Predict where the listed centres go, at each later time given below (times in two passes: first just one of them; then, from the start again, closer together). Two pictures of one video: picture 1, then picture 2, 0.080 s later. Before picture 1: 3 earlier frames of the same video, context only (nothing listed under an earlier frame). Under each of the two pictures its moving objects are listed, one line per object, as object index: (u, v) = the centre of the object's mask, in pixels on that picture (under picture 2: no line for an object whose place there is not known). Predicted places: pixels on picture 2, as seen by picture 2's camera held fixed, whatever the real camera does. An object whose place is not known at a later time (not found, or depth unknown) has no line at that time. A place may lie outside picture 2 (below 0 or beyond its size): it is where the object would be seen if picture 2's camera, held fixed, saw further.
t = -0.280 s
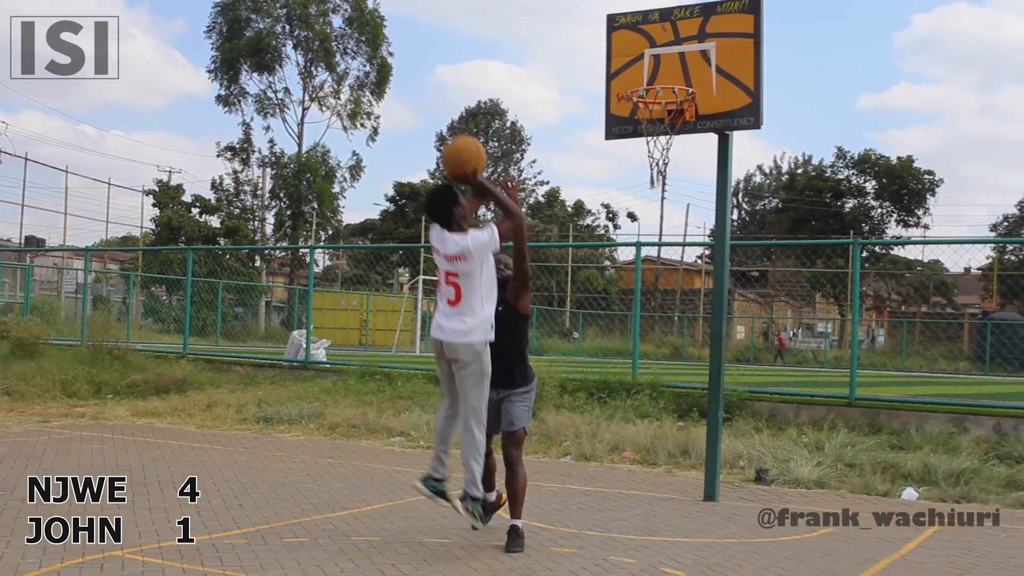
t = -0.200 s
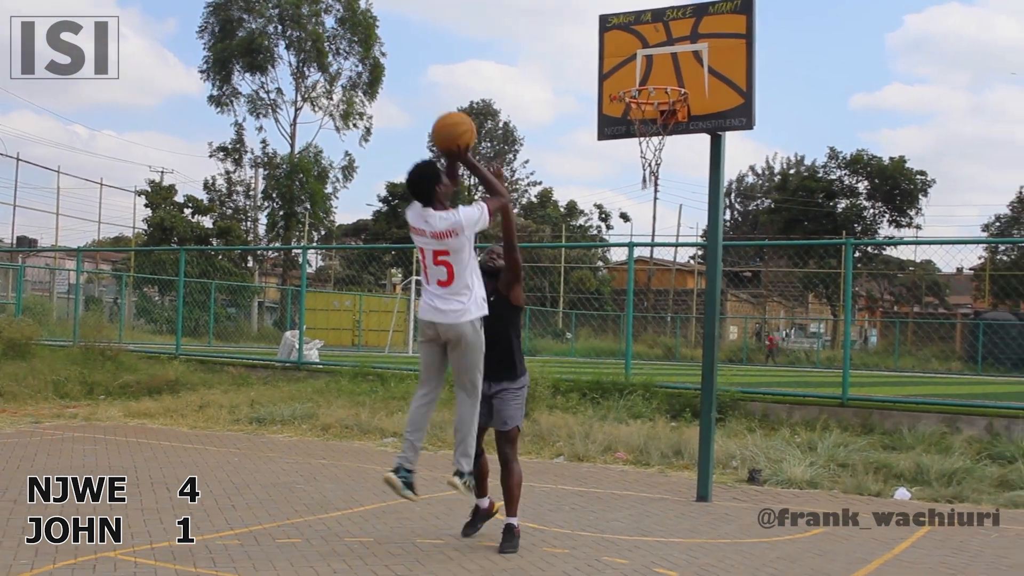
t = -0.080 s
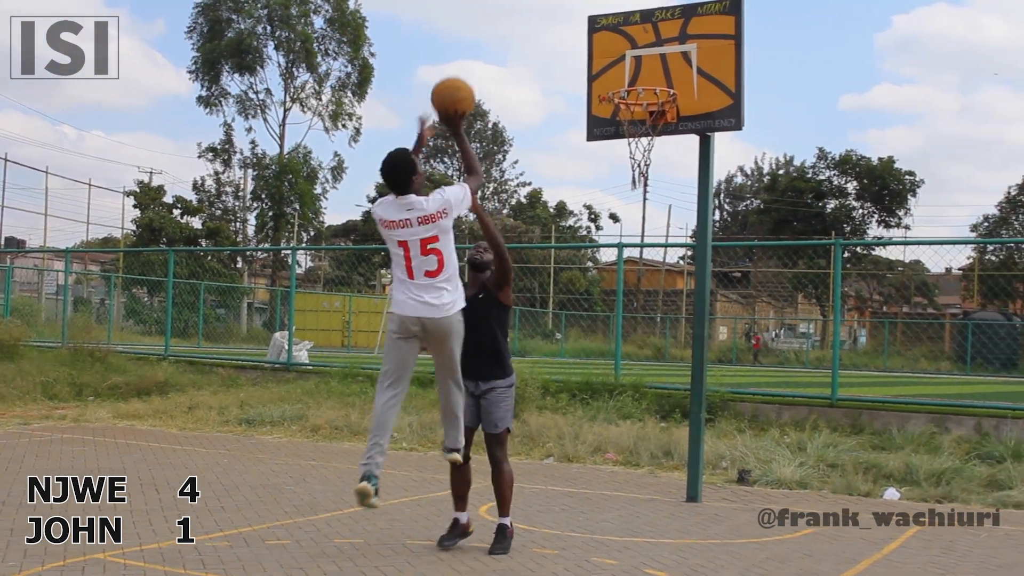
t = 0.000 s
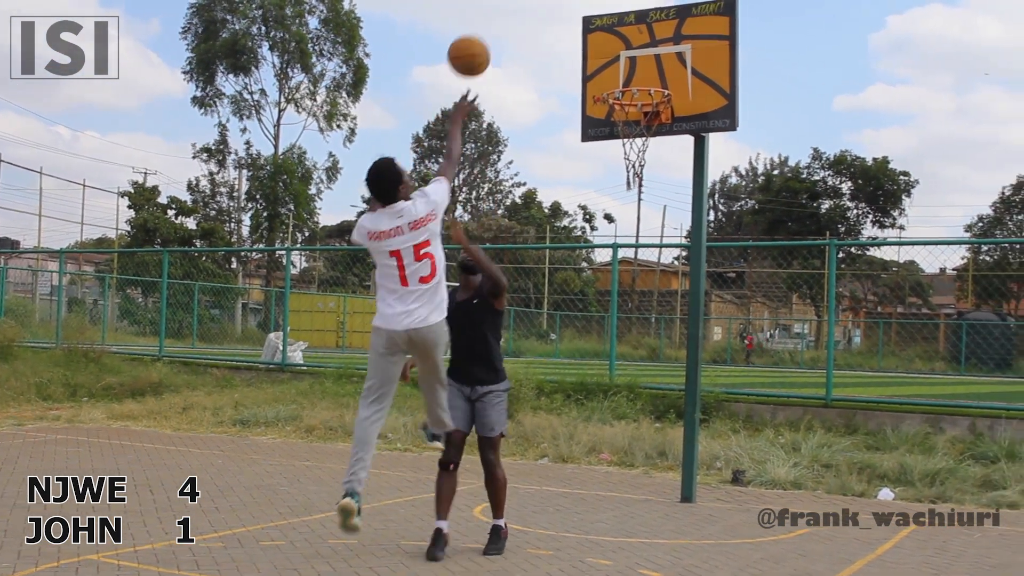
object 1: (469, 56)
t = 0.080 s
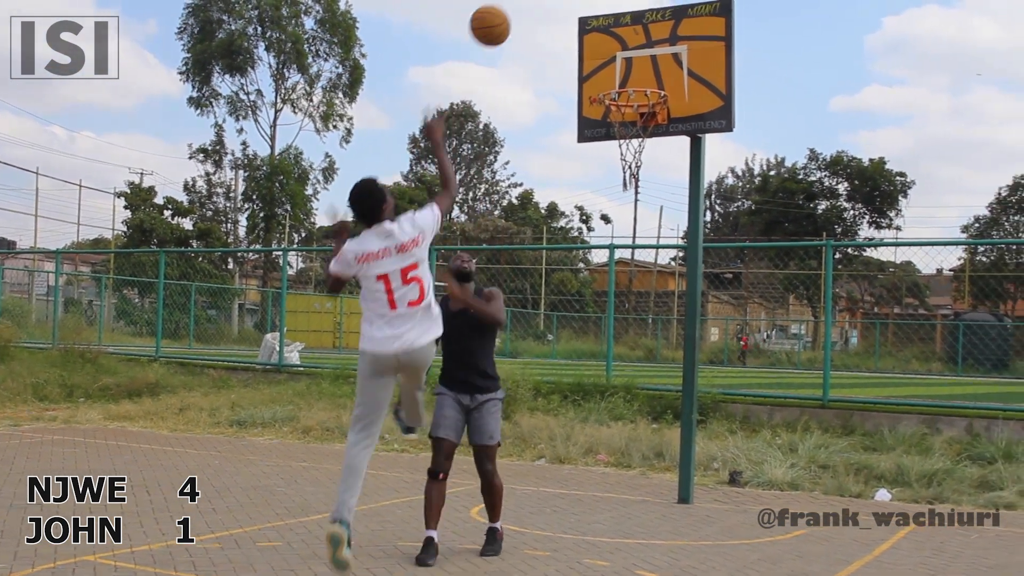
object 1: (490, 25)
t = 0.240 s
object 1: (535, 9)
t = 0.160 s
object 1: (514, 15)
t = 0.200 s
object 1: (525, 11)
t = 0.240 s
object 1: (535, 9)
